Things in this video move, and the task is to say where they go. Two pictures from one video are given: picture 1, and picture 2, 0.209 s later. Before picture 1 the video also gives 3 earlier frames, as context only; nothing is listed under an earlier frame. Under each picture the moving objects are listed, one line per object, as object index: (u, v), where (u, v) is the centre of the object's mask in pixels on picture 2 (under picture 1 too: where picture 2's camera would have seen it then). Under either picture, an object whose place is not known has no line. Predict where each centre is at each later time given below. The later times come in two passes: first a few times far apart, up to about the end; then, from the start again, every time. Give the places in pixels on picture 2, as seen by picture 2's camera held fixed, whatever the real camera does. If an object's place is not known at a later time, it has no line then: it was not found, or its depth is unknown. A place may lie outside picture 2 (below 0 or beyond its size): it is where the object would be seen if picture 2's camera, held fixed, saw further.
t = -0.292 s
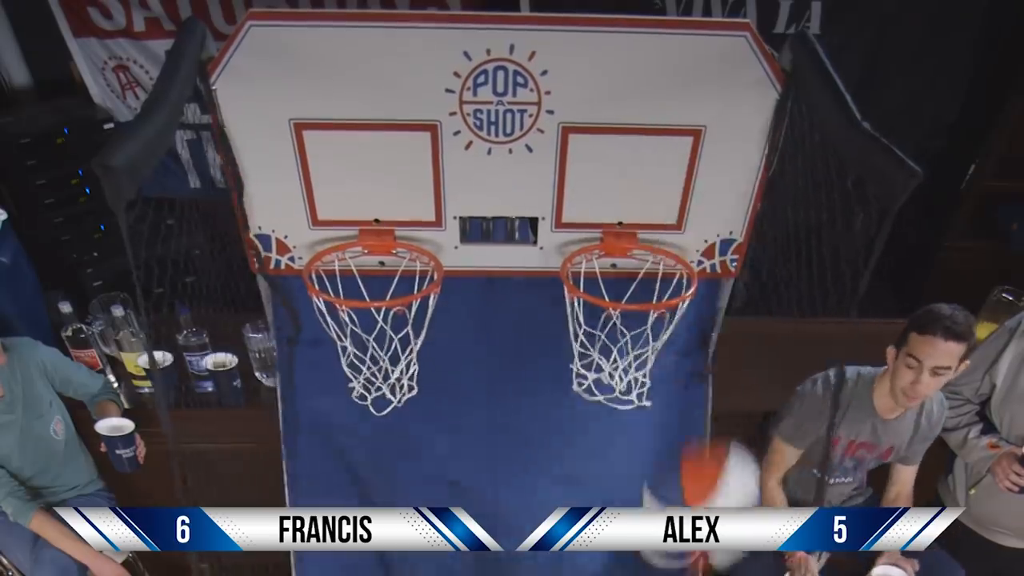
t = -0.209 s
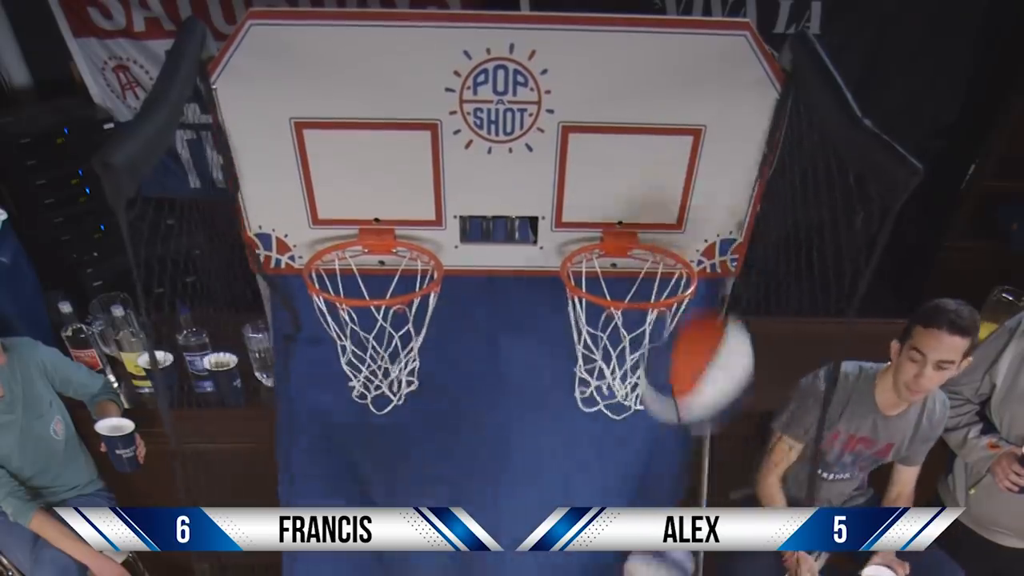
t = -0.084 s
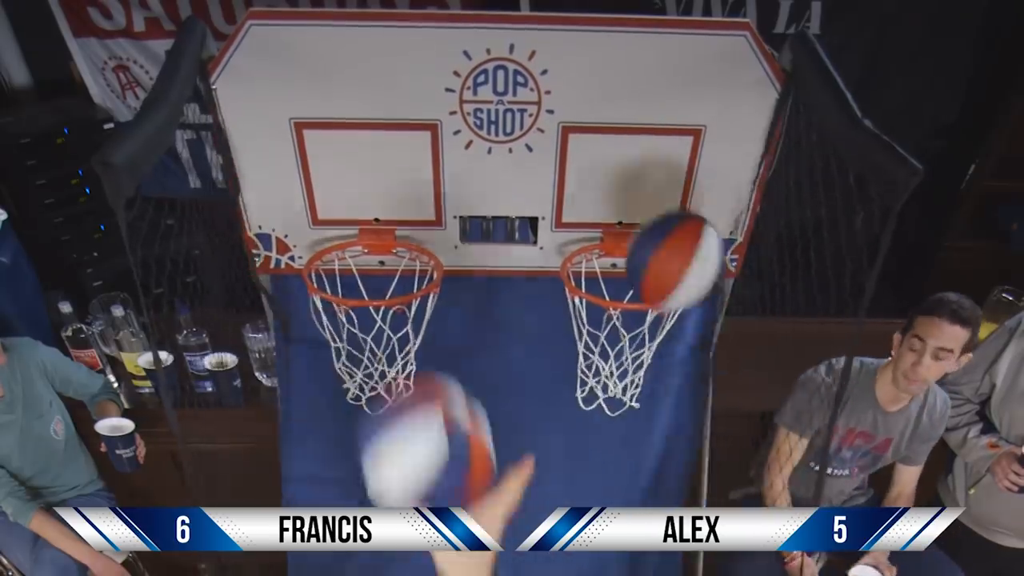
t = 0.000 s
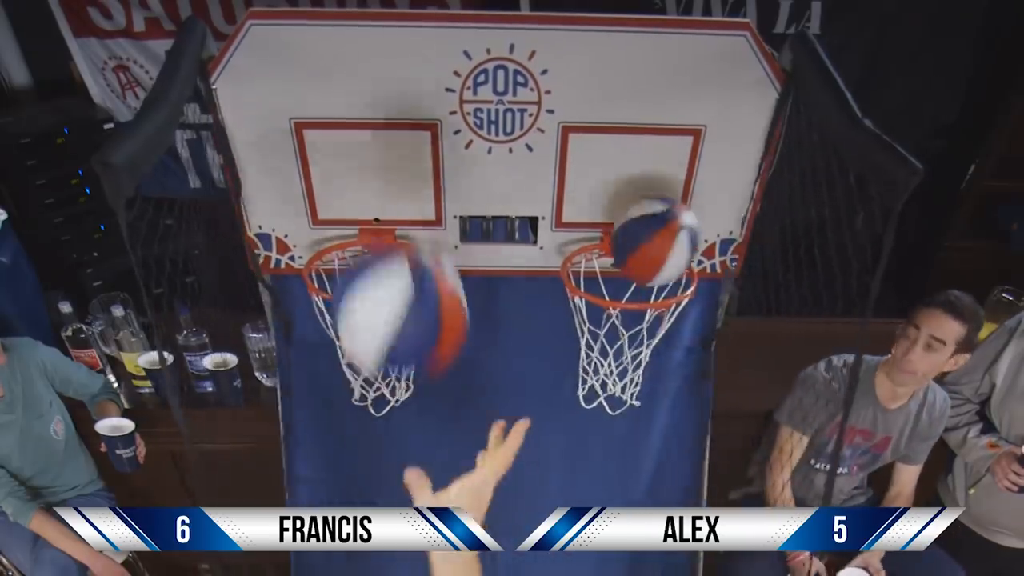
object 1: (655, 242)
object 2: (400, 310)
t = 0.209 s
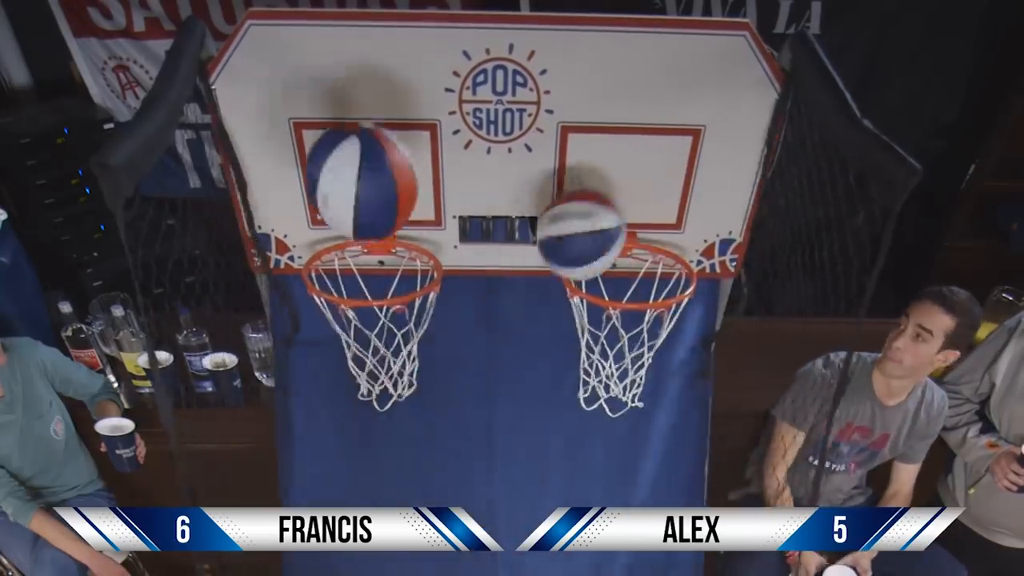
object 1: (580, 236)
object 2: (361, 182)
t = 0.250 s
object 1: (571, 243)
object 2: (359, 191)
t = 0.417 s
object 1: (537, 349)
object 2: (368, 295)
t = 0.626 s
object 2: (412, 405)
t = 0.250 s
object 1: (571, 243)
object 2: (359, 191)
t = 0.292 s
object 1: (567, 258)
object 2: (359, 211)
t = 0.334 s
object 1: (556, 284)
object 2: (359, 236)
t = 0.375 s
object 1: (546, 316)
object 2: (362, 260)
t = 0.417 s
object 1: (537, 349)
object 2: (368, 295)
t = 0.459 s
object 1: (529, 391)
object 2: (392, 307)
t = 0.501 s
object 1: (521, 434)
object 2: (396, 340)
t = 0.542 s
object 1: (512, 481)
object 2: (403, 356)
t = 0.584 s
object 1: (506, 518)
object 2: (409, 376)
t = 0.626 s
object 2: (412, 405)
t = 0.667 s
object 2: (416, 437)
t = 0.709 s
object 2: (419, 463)
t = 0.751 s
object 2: (426, 483)
